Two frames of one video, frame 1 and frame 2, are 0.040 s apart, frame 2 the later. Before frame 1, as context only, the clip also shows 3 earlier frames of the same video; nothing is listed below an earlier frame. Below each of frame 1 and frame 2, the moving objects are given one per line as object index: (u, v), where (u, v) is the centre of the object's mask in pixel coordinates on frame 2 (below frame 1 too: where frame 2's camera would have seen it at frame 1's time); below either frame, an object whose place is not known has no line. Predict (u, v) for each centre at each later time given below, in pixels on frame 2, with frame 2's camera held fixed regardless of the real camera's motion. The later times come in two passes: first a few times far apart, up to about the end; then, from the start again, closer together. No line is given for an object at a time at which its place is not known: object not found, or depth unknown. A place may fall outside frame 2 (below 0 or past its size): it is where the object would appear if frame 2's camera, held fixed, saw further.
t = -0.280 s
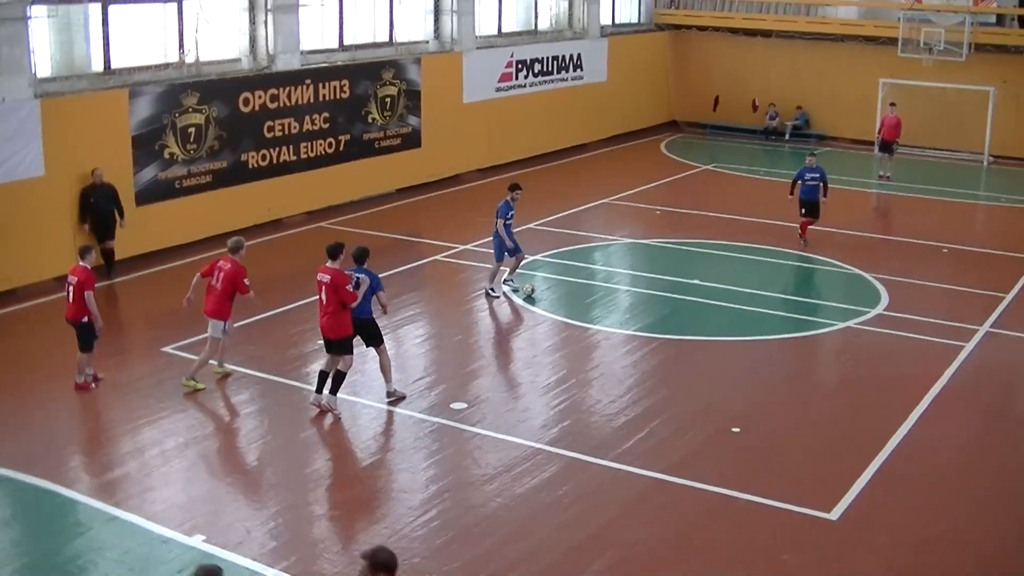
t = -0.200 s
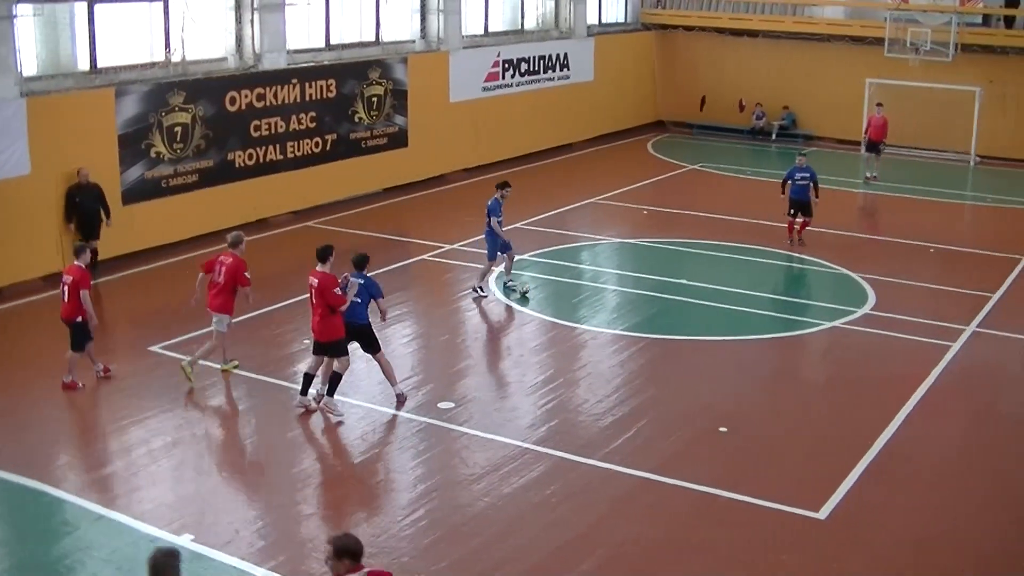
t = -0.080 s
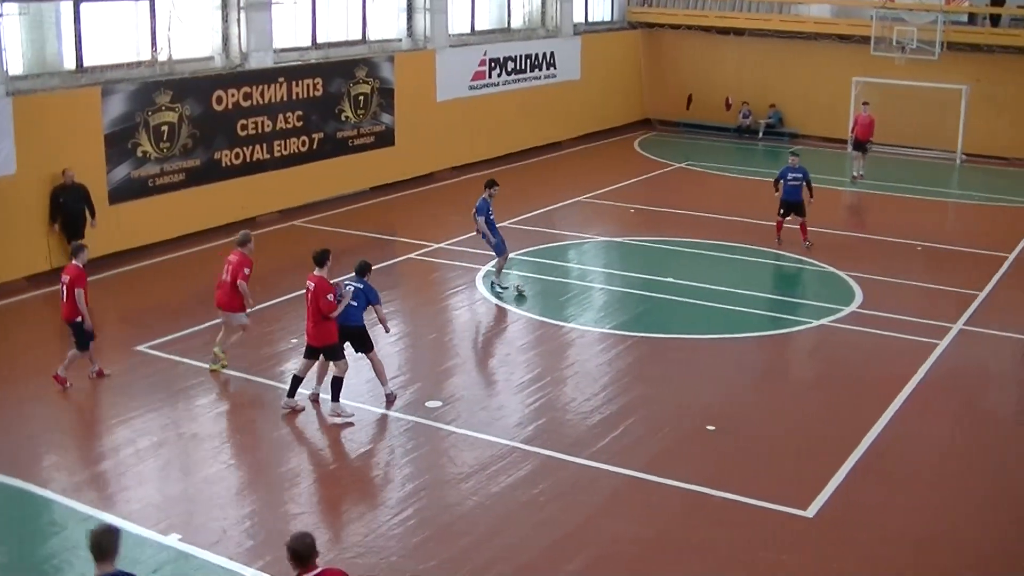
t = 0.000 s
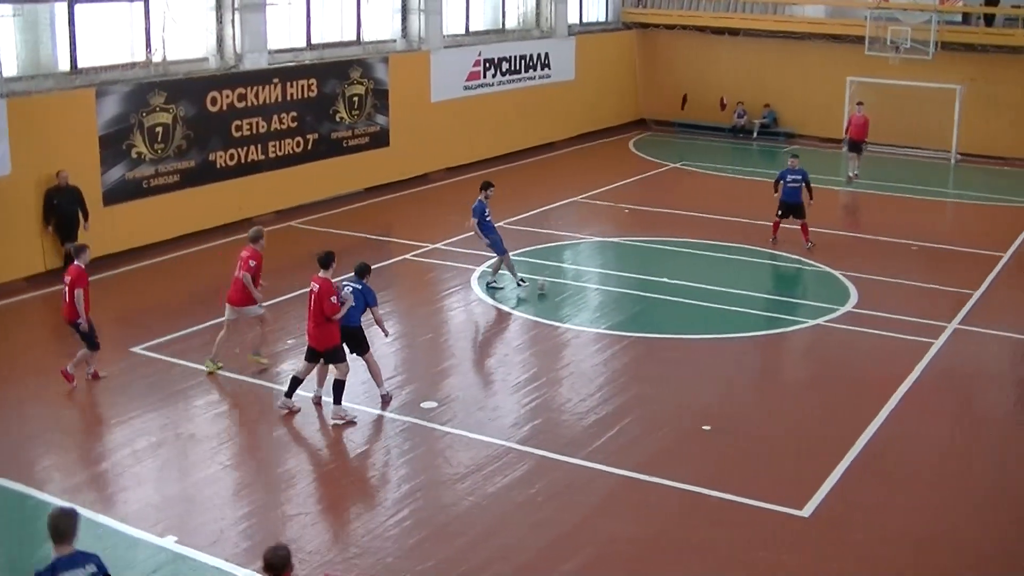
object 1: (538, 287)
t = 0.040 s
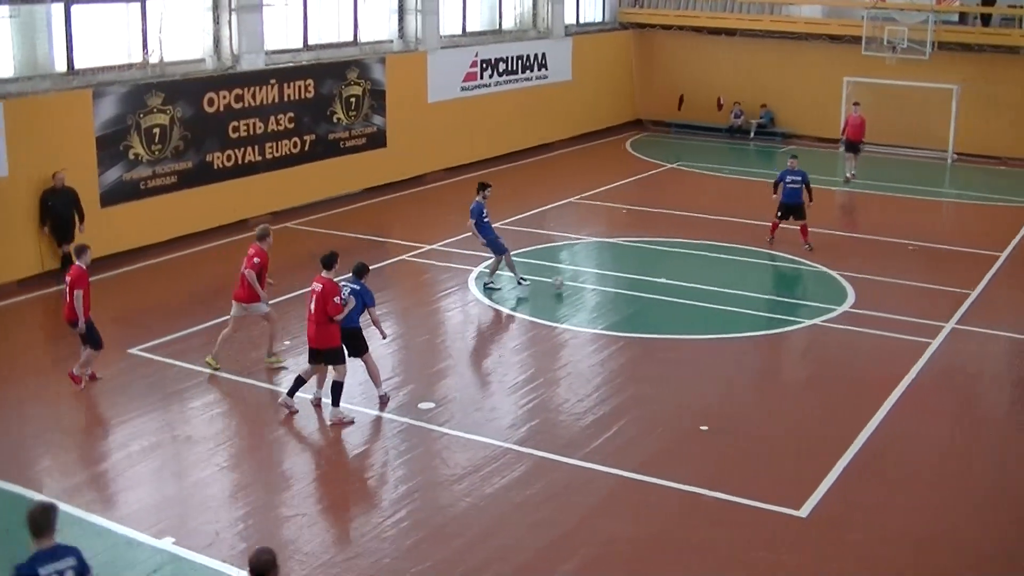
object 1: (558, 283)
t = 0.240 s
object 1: (644, 277)
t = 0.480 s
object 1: (728, 270)
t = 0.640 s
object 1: (772, 267)
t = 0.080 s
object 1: (577, 282)
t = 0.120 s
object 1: (595, 288)
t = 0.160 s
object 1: (613, 283)
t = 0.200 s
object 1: (629, 279)
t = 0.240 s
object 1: (644, 277)
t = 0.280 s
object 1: (659, 276)
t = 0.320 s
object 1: (674, 274)
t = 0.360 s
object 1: (689, 273)
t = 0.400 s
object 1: (703, 272)
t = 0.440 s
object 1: (715, 271)
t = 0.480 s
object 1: (728, 270)
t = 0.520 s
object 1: (740, 269)
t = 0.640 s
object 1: (772, 267)
